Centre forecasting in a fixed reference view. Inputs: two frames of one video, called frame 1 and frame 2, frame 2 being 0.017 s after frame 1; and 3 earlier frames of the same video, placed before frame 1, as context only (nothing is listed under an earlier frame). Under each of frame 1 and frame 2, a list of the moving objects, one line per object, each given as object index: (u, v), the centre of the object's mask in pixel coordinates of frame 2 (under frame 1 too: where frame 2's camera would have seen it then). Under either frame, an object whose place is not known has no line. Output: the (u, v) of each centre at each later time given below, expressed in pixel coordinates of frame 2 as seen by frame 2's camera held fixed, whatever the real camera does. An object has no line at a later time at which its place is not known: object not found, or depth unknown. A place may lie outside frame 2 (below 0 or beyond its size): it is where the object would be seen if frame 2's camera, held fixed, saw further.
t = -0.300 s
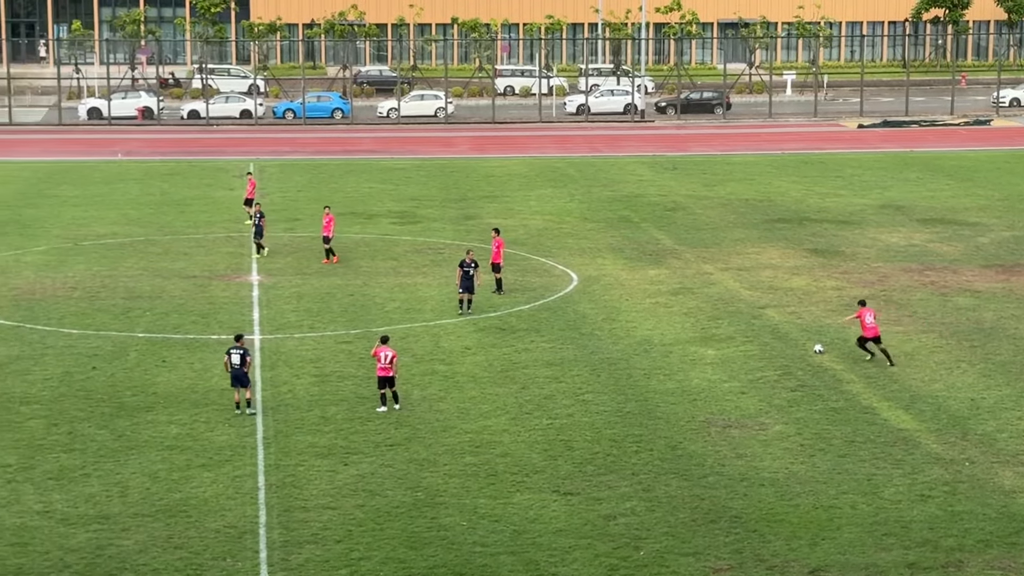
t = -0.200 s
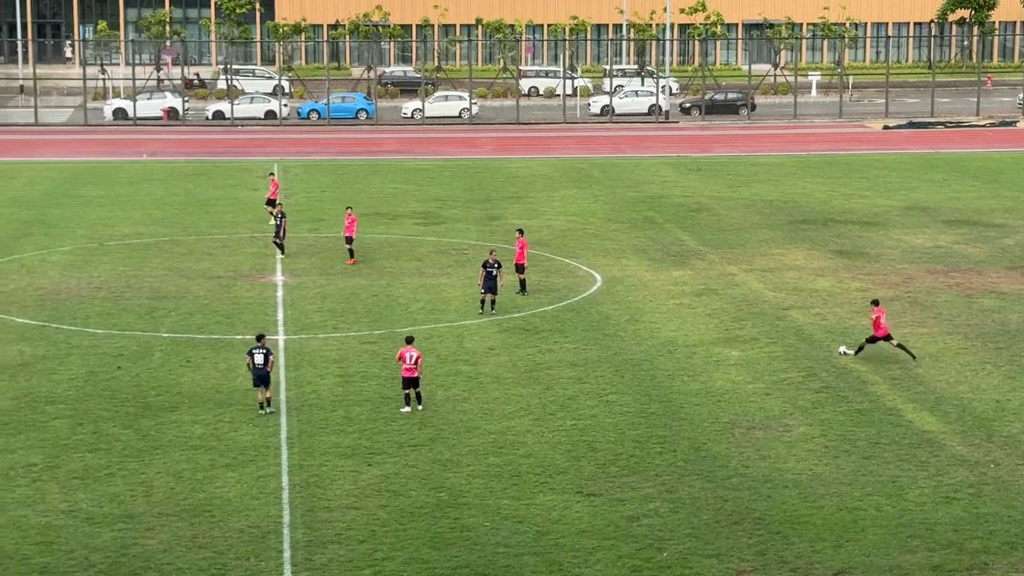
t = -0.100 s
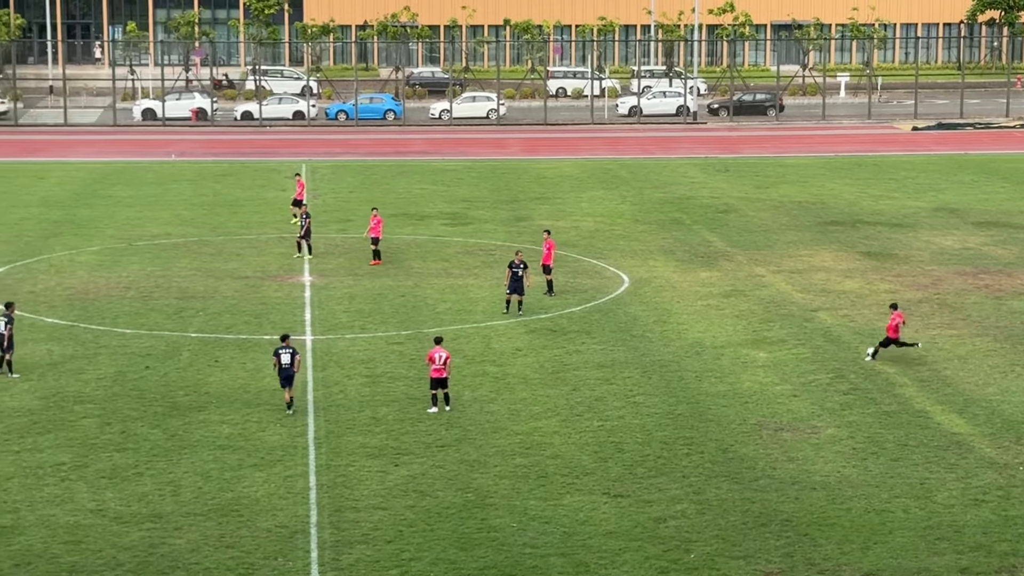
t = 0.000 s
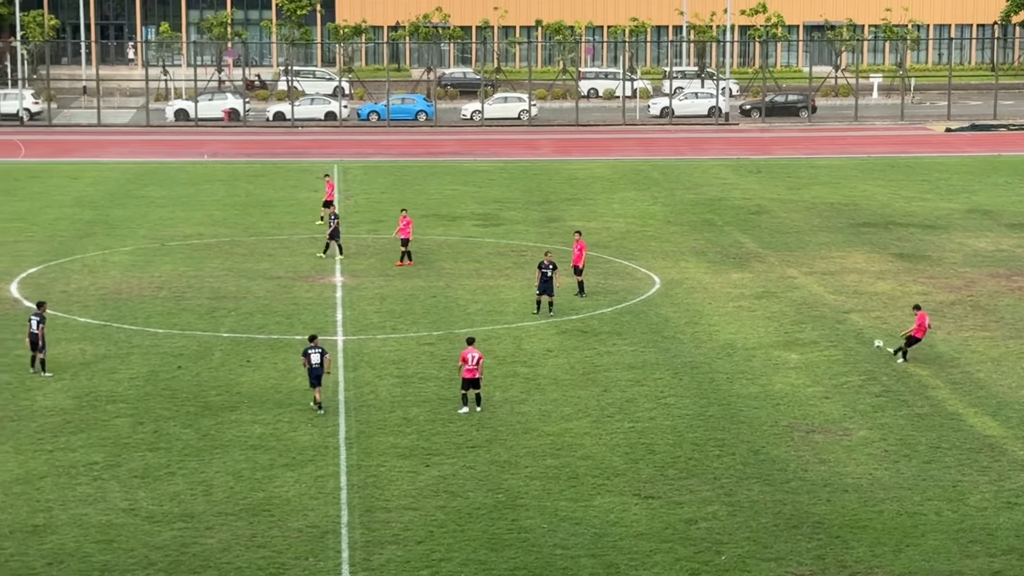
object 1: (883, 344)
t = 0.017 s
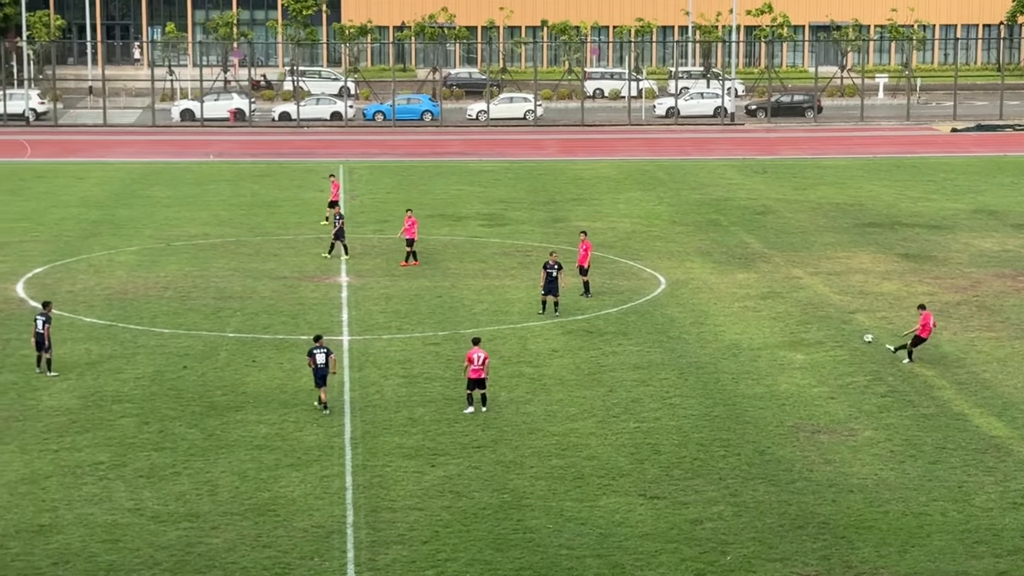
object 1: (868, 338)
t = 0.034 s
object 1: (853, 333)
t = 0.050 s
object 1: (838, 327)
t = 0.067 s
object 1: (824, 321)
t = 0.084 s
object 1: (809, 316)
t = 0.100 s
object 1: (795, 310)
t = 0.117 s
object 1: (781, 305)
